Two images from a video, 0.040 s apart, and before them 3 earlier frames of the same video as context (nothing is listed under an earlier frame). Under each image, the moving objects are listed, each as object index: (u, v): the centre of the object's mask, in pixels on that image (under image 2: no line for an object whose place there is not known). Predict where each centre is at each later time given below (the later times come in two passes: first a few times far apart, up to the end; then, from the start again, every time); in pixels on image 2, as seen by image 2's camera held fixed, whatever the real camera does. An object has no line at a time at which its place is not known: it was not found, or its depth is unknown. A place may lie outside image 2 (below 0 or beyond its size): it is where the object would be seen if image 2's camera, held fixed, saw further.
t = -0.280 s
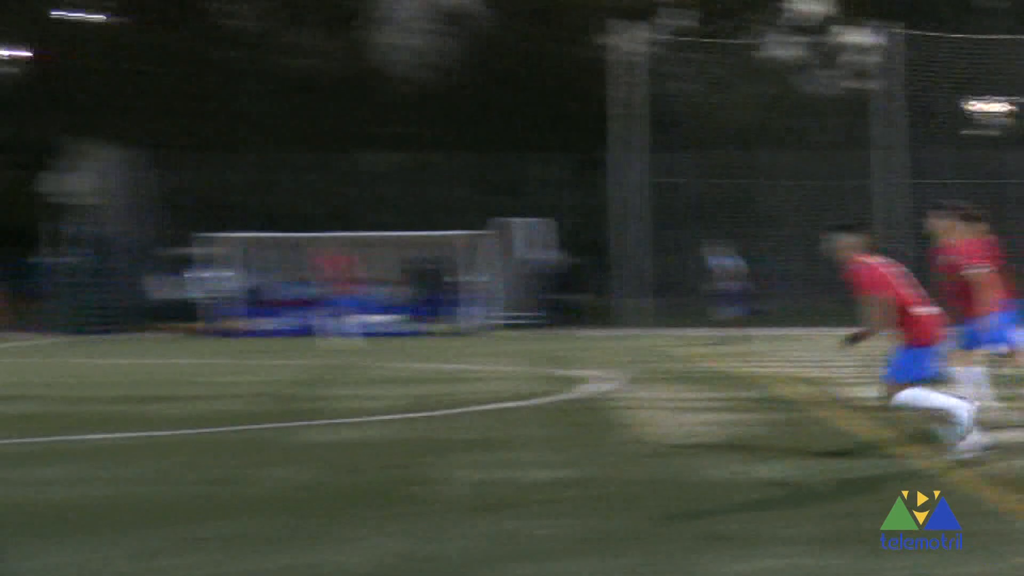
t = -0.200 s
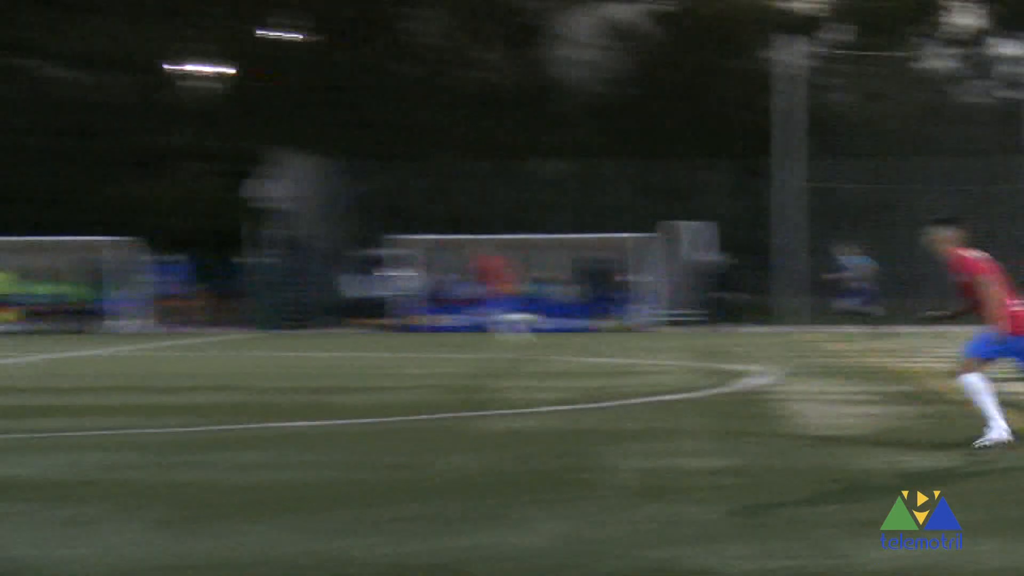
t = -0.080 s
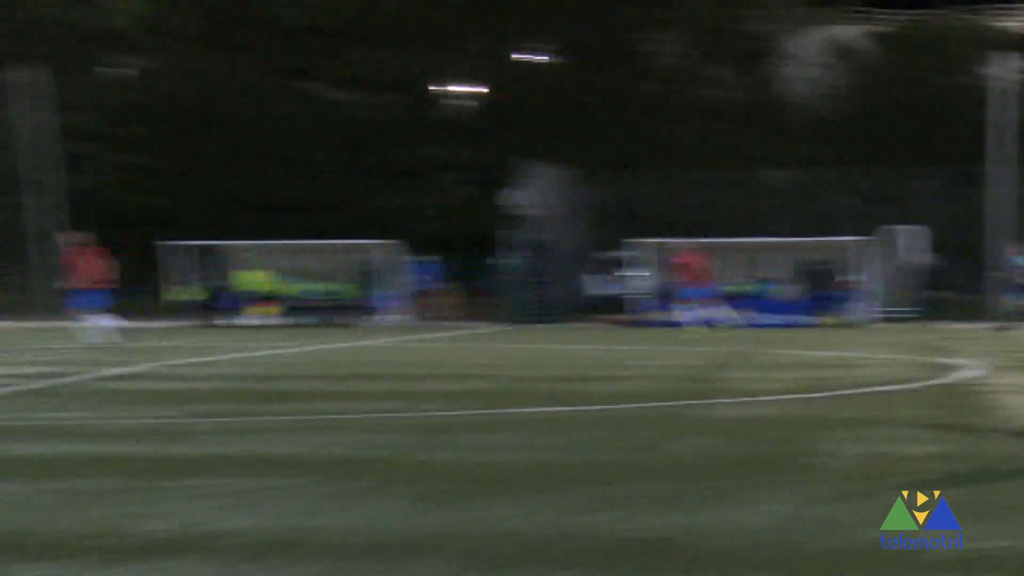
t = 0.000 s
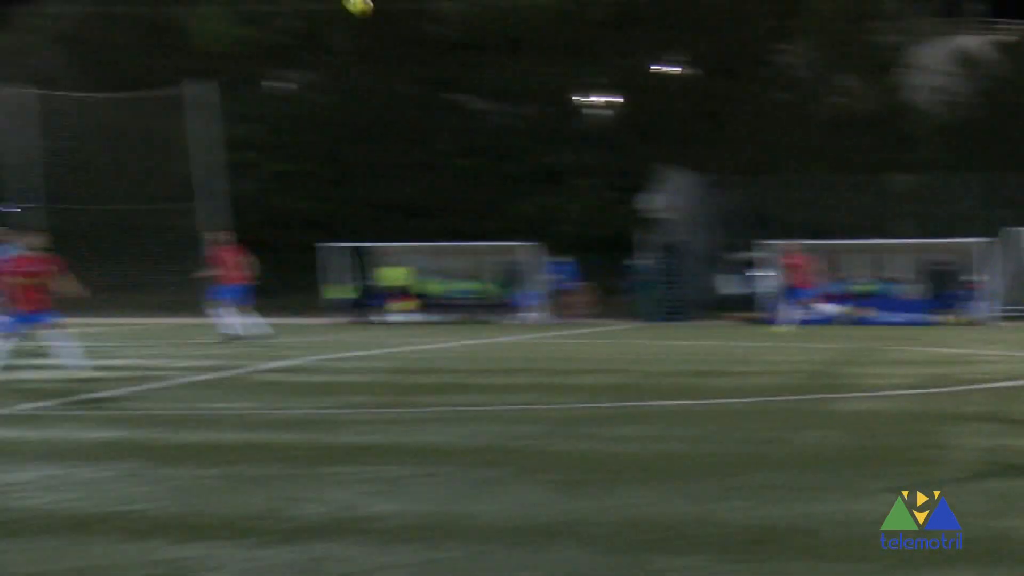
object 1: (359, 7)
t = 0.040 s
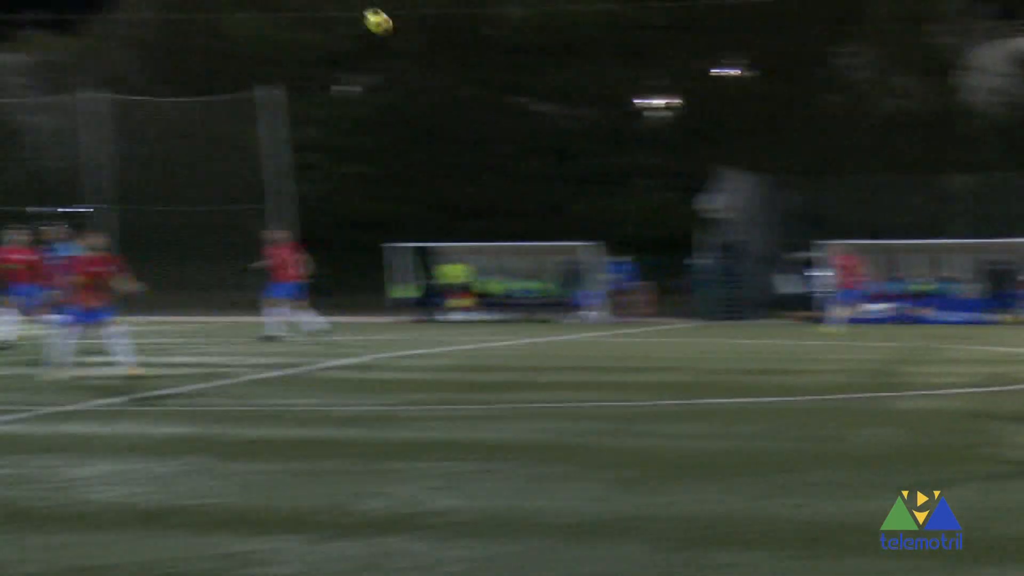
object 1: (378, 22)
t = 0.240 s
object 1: (175, 111)
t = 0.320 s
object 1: (98, 157)
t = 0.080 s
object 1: (335, 37)
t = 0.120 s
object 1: (293, 53)
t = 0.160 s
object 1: (253, 72)
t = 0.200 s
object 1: (214, 90)
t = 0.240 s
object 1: (175, 111)
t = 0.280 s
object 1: (136, 134)
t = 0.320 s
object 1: (98, 157)
